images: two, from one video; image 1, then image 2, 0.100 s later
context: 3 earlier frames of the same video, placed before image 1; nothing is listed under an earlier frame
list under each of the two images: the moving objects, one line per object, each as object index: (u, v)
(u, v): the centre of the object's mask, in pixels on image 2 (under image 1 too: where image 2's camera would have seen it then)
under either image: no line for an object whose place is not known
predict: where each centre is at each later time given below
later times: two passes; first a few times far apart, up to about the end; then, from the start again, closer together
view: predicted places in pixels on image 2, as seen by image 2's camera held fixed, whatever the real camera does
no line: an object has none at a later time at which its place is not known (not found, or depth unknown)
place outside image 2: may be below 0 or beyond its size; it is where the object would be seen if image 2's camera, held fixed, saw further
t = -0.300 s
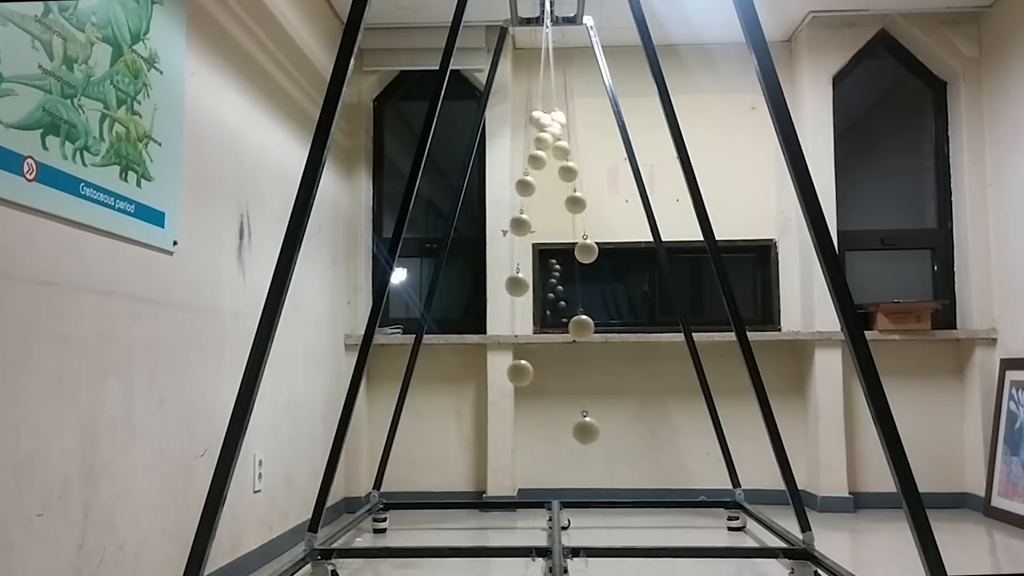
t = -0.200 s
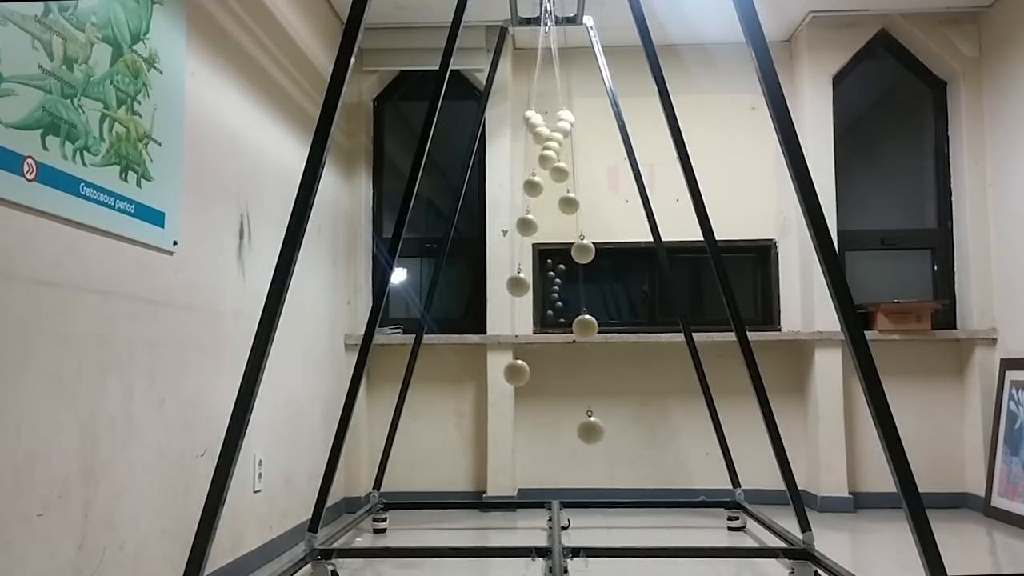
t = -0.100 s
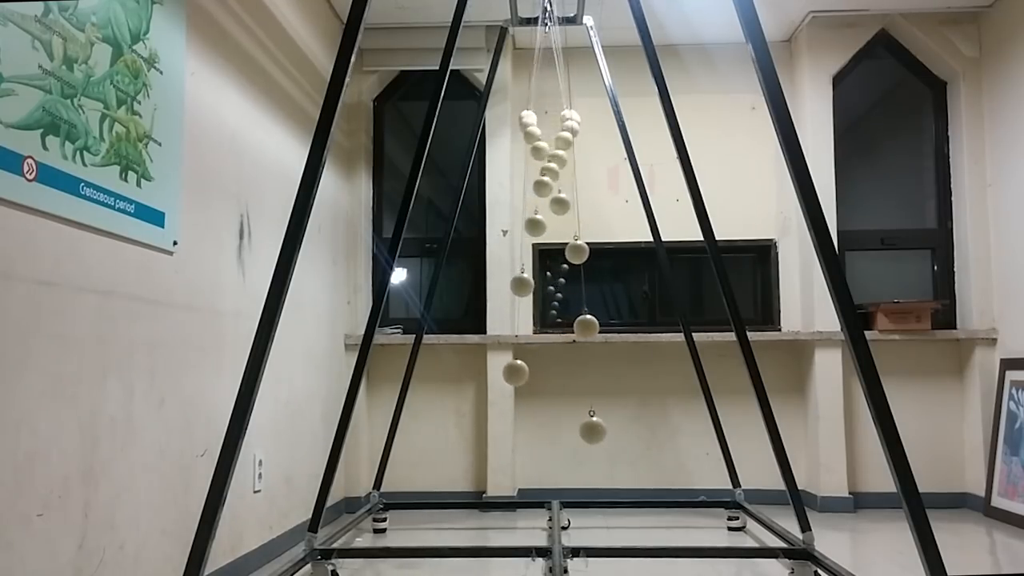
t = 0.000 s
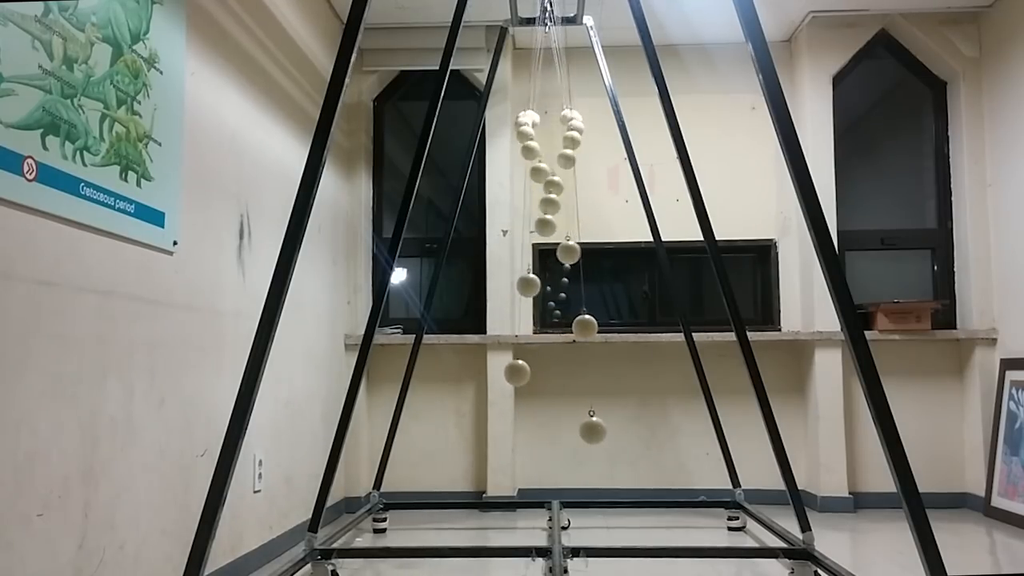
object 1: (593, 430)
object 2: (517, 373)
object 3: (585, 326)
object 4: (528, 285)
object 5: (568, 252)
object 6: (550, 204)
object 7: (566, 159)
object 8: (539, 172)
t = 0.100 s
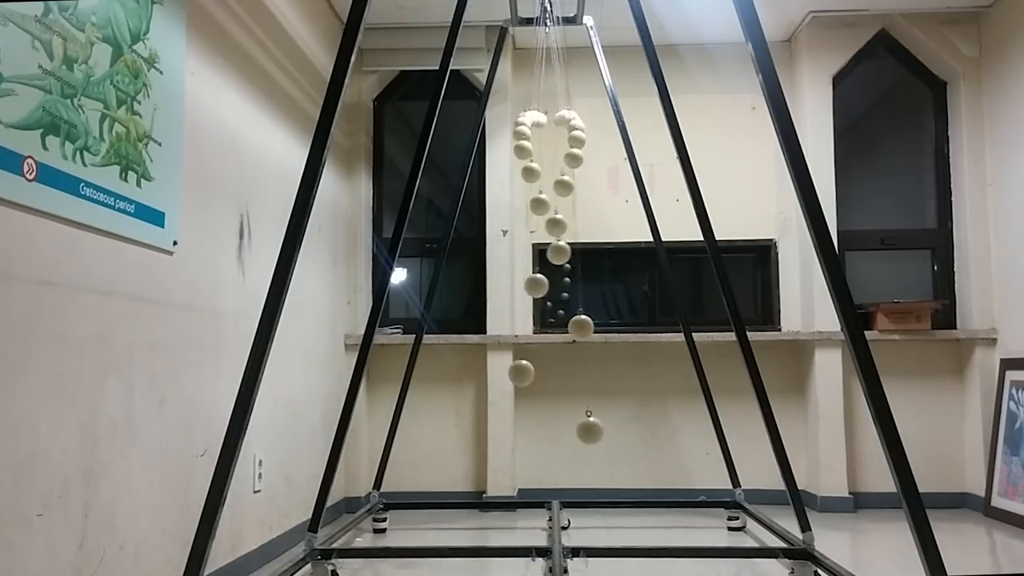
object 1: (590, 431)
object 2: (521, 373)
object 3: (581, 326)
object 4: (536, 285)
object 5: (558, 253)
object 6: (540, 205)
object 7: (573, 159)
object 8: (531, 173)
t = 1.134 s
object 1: (513, 431)
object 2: (588, 372)
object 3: (517, 326)
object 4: (570, 285)
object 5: (540, 253)
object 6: (562, 204)
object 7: (521, 159)
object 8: (574, 171)
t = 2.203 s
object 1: (588, 431)
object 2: (517, 373)
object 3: (585, 326)
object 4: (529, 285)
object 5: (561, 253)
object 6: (530, 205)
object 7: (575, 158)
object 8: (520, 172)
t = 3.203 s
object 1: (535, 432)
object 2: (581, 372)
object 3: (519, 327)
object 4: (578, 284)
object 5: (535, 253)
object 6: (569, 203)
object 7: (528, 160)
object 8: (578, 171)
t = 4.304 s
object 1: (557, 432)
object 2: (529, 373)
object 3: (581, 327)
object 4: (523, 285)
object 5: (563, 253)
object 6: (523, 205)
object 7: (553, 160)
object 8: (527, 173)
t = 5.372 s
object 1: (565, 431)
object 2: (565, 373)
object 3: (525, 327)
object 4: (580, 284)
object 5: (539, 253)
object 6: (578, 203)
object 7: (561, 157)
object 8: (561, 172)
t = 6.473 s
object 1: (528, 432)
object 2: (547, 373)
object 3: (574, 327)
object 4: (521, 285)
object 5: (558, 253)
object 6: (519, 204)
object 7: (524, 160)
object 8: (553, 172)
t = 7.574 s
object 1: (586, 431)
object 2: (549, 373)
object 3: (532, 326)
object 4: (579, 284)
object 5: (547, 253)
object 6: (577, 203)
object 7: (576, 158)
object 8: (530, 172)
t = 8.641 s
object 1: (513, 431)
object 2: (565, 373)
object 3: (564, 327)
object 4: (520, 285)
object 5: (554, 253)
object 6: (525, 205)
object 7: (530, 160)
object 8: (574, 171)
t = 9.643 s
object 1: (588, 431)
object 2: (525, 373)
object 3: (550, 327)
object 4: (582, 284)
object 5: (542, 253)
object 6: (573, 204)
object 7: (561, 159)
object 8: (522, 172)
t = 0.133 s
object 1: (588, 431)
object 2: (523, 373)
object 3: (579, 327)
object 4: (539, 285)
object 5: (555, 253)
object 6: (537, 205)
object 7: (575, 158)
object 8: (528, 173)
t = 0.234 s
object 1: (582, 431)
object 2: (529, 373)
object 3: (572, 326)
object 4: (548, 285)
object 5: (545, 253)
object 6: (528, 205)
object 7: (578, 158)
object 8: (522, 172)
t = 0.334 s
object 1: (575, 431)
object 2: (538, 373)
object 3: (564, 327)
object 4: (558, 285)
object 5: (535, 253)
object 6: (522, 205)
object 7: (577, 158)
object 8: (520, 172)
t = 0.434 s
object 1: (565, 431)
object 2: (547, 373)
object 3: (554, 327)
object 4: (567, 285)
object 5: (526, 253)
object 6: (518, 204)
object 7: (574, 158)
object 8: (520, 172)
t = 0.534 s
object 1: (555, 432)
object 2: (557, 373)
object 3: (545, 327)
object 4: (575, 284)
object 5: (519, 252)
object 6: (518, 204)
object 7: (566, 159)
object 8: (524, 172)
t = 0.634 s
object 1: (545, 432)
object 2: (566, 373)
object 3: (536, 327)
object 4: (580, 284)
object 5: (516, 252)
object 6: (520, 204)
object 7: (558, 160)
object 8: (530, 173)
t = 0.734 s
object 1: (535, 432)
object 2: (574, 373)
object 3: (528, 326)
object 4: (583, 284)
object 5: (515, 252)
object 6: (526, 205)
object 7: (548, 159)
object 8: (539, 173)
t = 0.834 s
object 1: (527, 432)
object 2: (581, 372)
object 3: (522, 327)
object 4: (584, 284)
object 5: (517, 253)
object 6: (533, 205)
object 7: (537, 159)
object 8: (547, 171)
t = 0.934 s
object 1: (520, 431)
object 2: (586, 372)
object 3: (518, 327)
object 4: (582, 284)
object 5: (522, 253)
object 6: (543, 205)
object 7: (530, 160)
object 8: (559, 171)
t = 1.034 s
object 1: (515, 431)
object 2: (588, 372)
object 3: (516, 327)
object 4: (577, 284)
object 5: (530, 253)
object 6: (553, 204)
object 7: (523, 160)
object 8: (567, 172)
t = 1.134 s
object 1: (513, 431)
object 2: (588, 372)
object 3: (517, 326)
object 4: (570, 285)
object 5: (540, 253)
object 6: (562, 204)
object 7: (521, 159)
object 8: (574, 171)
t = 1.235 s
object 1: (513, 431)
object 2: (585, 372)
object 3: (521, 327)
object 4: (562, 285)
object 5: (550, 253)
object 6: (571, 204)
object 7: (521, 160)
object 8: (578, 171)
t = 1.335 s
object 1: (515, 431)
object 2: (580, 372)
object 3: (527, 326)
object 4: (552, 285)
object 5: (560, 253)
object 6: (577, 203)
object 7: (524, 160)
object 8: (578, 171)
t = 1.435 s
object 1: (521, 431)
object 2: (573, 373)
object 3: (535, 327)
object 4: (543, 285)
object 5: (570, 252)
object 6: (580, 203)
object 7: (531, 160)
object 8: (576, 171)
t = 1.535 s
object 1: (528, 431)
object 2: (565, 373)
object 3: (544, 327)
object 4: (535, 285)
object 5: (578, 252)
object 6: (580, 203)
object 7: (539, 160)
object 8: (570, 172)
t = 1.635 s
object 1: (537, 432)
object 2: (555, 373)
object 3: (553, 327)
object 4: (527, 285)
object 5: (583, 252)
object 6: (578, 203)
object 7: (549, 159)
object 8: (562, 172)
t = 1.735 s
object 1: (547, 432)
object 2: (546, 373)
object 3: (562, 327)
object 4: (521, 285)
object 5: (586, 252)
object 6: (572, 204)
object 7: (560, 158)
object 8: (553, 173)
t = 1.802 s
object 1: (554, 432)
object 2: (540, 373)
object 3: (568, 327)
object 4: (518, 285)
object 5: (586, 251)
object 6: (567, 204)
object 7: (565, 159)
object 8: (547, 171)
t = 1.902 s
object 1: (564, 432)
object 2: (531, 373)
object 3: (575, 327)
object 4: (517, 285)
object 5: (583, 252)
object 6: (558, 204)
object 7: (573, 158)
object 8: (536, 173)
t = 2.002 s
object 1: (573, 432)
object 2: (524, 373)
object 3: (581, 326)
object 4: (518, 285)
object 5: (578, 252)
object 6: (548, 205)
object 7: (577, 158)
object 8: (528, 172)
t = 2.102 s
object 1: (581, 431)
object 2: (519, 373)
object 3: (585, 326)
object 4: (522, 285)
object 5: (570, 252)
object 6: (538, 205)
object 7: (578, 158)
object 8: (523, 172)
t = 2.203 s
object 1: (588, 431)
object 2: (517, 373)
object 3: (585, 326)
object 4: (529, 285)
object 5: (561, 253)
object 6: (530, 205)
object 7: (575, 158)
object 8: (520, 172)
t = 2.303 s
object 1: (591, 431)
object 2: (516, 373)
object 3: (584, 326)
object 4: (537, 285)
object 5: (550, 253)
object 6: (523, 205)
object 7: (569, 159)
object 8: (520, 172)
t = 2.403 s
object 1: (593, 430)
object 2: (518, 373)
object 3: (580, 327)
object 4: (545, 285)
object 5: (541, 253)
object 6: (519, 205)
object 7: (561, 160)
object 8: (524, 172)
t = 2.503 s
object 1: (592, 430)
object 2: (523, 373)
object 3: (574, 327)
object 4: (555, 285)
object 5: (531, 253)
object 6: (518, 204)
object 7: (552, 160)
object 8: (531, 173)
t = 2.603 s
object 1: (588, 431)
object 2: (529, 373)
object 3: (566, 327)
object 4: (564, 285)
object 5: (523, 253)
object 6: (520, 205)
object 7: (543, 158)
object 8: (539, 173)
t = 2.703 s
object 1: (582, 431)
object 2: (538, 373)
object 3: (556, 327)
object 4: (572, 285)
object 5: (518, 252)
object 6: (525, 205)
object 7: (533, 160)
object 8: (549, 173)
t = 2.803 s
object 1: (574, 431)
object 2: (547, 373)
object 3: (547, 327)
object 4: (578, 284)
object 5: (515, 252)
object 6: (532, 205)
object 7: (526, 160)
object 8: (559, 170)
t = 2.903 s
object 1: (565, 431)
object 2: (556, 373)
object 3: (538, 327)
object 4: (582, 284)
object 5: (516, 252)
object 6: (541, 205)
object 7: (522, 160)
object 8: (567, 172)
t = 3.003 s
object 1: (555, 432)
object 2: (566, 373)
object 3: (530, 327)
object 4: (584, 284)
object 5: (519, 253)
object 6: (551, 204)
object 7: (521, 160)
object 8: (574, 171)
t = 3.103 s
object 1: (545, 432)
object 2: (574, 373)
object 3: (523, 327)
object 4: (582, 284)
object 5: (526, 253)
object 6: (561, 204)
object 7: (523, 160)
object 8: (577, 171)
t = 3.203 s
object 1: (535, 432)
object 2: (581, 372)
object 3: (519, 327)
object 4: (578, 284)
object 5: (535, 253)
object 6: (569, 203)
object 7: (528, 160)
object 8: (578, 171)
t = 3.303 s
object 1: (527, 431)
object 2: (585, 372)
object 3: (517, 326)
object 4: (572, 285)
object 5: (545, 253)
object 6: (575, 203)
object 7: (536, 160)
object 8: (575, 171)
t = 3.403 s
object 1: (520, 431)
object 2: (588, 372)
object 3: (517, 326)
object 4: (564, 285)
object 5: (555, 253)
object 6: (579, 203)
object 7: (545, 160)
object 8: (569, 172)
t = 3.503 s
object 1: (515, 431)
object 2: (588, 372)
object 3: (520, 327)
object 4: (555, 285)
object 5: (565, 253)
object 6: (580, 203)
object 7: (554, 158)
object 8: (561, 172)
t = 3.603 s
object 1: (513, 431)
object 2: (585, 372)
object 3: (526, 327)
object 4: (546, 285)
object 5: (574, 252)
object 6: (578, 203)
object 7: (565, 159)
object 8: (552, 173)
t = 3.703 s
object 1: (513, 431)
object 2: (580, 372)
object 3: (533, 327)
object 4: (537, 285)
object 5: (580, 252)
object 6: (573, 204)
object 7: (572, 159)
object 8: (543, 170)
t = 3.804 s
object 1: (516, 431)
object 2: (573, 373)
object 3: (542, 327)
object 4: (529, 285)
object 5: (585, 252)
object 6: (565, 204)
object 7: (576, 158)
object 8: (533, 173)
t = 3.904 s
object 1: (521, 431)
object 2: (565, 373)
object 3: (550, 327)
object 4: (523, 285)
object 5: (586, 251)
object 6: (556, 205)
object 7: (577, 158)
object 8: (526, 173)
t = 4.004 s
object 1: (528, 431)
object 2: (556, 373)
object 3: (560, 327)
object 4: (518, 285)
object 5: (584, 251)
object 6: (546, 204)
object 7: (575, 158)
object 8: (522, 172)
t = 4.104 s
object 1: (537, 432)
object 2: (546, 373)
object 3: (569, 327)
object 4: (517, 285)
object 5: (579, 252)
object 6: (537, 205)
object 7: (569, 159)
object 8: (520, 172)
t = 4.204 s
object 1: (547, 432)
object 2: (537, 373)
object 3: (576, 327)
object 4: (518, 285)
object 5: (572, 252)
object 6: (529, 205)
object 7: (562, 159)
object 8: (522, 172)
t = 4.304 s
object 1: (557, 432)
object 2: (529, 373)
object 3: (581, 327)
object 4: (523, 285)
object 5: (563, 253)
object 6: (523, 205)
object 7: (553, 160)
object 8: (527, 173)
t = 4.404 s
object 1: (567, 432)
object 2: (523, 373)
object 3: (584, 326)
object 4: (529, 285)
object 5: (553, 253)
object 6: (519, 204)
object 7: (544, 159)
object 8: (534, 173)
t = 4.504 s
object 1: (576, 431)
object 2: (519, 373)
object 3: (585, 326)
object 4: (537, 285)
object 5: (543, 253)
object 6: (519, 204)
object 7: (533, 159)
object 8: (543, 173)
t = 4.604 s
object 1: (583, 431)
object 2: (517, 373)
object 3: (583, 326)
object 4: (546, 285)
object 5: (533, 253)
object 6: (521, 204)
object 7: (527, 160)
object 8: (552, 172)
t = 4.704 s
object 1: (589, 431)
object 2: (517, 373)
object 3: (579, 327)
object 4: (555, 285)
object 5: (525, 253)
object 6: (527, 205)
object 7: (522, 160)
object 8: (562, 170)
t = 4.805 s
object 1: (592, 430)
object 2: (520, 373)
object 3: (572, 327)
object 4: (564, 285)
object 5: (519, 253)
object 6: (534, 205)
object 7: (521, 160)
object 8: (569, 171)
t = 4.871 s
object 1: (593, 430)
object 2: (523, 373)
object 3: (567, 327)
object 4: (569, 285)
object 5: (516, 253)
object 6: (540, 205)
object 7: (522, 160)
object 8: (573, 171)
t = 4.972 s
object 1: (592, 430)
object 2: (529, 373)
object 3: (559, 327)
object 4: (576, 284)
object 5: (515, 252)
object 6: (550, 204)
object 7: (526, 160)
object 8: (577, 171)
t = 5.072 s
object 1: (588, 431)
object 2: (537, 373)
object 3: (550, 327)
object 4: (581, 284)
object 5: (517, 253)
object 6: (559, 204)
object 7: (533, 160)
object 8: (577, 171)
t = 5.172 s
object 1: (582, 431)
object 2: (546, 373)
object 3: (540, 327)
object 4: (583, 284)
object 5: (522, 253)
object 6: (568, 203)
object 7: (541, 160)
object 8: (574, 171)
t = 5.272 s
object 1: (574, 431)
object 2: (556, 373)
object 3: (532, 327)
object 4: (583, 284)
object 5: (530, 253)
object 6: (574, 203)
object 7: (551, 160)
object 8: (569, 172)
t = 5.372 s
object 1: (565, 431)
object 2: (565, 373)
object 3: (525, 327)
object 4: (580, 284)
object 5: (539, 253)
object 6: (578, 203)
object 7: (561, 157)
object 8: (561, 172)
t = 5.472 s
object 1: (555, 432)
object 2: (573, 373)
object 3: (520, 327)
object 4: (574, 284)
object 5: (549, 253)
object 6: (580, 203)
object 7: (569, 159)
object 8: (552, 173)
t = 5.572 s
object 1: (545, 432)
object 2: (580, 372)
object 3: (517, 327)
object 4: (567, 285)
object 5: (559, 253)
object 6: (578, 203)
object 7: (574, 158)
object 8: (544, 171)
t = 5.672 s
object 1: (536, 432)
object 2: (585, 372)
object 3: (518, 327)
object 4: (558, 285)
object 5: (569, 252)
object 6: (573, 203)
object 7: (577, 158)
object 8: (533, 171)
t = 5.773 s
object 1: (527, 431)
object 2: (587, 372)
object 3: (520, 327)
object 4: (549, 285)
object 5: (577, 252)
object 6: (566, 204)
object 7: (576, 158)
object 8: (527, 173)
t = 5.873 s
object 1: (520, 431)
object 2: (587, 372)
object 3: (525, 327)
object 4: (540, 285)
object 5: (582, 252)
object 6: (557, 204)
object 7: (572, 159)
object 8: (522, 172)
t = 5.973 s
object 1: (515, 431)
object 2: (585, 372)
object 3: (531, 327)
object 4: (532, 285)
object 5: (585, 251)
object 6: (548, 205)
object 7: (565, 159)
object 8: (521, 172)
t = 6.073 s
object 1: (513, 431)
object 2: (580, 372)
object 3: (540, 327)
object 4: (525, 285)
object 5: (585, 251)
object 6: (539, 204)
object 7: (556, 160)
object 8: (522, 172)
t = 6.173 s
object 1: (513, 431)
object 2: (573, 373)
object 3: (549, 327)
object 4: (520, 285)
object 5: (582, 252)
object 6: (530, 205)
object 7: (548, 160)
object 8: (527, 173)
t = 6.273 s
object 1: (516, 431)
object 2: (565, 373)
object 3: (558, 327)
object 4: (518, 285)
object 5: (576, 252)
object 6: (524, 205)
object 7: (538, 158)
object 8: (534, 173)
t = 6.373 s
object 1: (521, 431)
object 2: (556, 373)
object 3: (566, 327)
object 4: (518, 285)
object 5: (568, 252)
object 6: (520, 205)
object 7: (529, 160)
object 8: (543, 173)
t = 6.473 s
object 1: (528, 432)
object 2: (547, 373)
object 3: (574, 327)
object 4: (521, 285)
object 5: (558, 253)
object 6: (519, 204)
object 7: (524, 160)
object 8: (553, 172)
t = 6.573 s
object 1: (537, 432)
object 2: (538, 373)
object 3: (580, 327)
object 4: (527, 285)
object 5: (548, 253)
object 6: (521, 205)
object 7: (522, 160)
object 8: (562, 170)
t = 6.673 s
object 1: (547, 432)
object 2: (530, 373)
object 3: (583, 327)
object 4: (535, 285)
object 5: (539, 253)
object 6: (526, 205)
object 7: (522, 160)
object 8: (569, 172)
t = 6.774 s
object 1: (557, 432)
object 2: (524, 373)
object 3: (584, 326)
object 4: (543, 285)
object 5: (530, 253)
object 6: (533, 205)
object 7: (526, 160)
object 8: (574, 171)
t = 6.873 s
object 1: (567, 432)
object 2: (519, 373)
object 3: (583, 327)
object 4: (552, 285)
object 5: (522, 252)
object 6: (542, 205)
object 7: (533, 160)
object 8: (577, 171)
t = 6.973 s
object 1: (576, 432)
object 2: (517, 373)
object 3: (579, 327)
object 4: (561, 285)
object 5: (517, 252)
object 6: (551, 204)
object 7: (541, 160)
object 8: (576, 171)
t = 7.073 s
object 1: (583, 431)
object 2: (518, 373)
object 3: (574, 327)
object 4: (569, 285)
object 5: (516, 253)
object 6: (561, 204)
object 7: (551, 160)
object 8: (572, 171)
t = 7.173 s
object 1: (589, 431)
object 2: (520, 373)
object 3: (566, 327)
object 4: (576, 284)
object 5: (517, 252)
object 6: (569, 204)
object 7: (558, 158)
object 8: (566, 172)
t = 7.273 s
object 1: (592, 430)
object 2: (525, 373)
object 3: (557, 327)
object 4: (580, 284)
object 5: (521, 253)
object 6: (575, 203)
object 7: (568, 158)
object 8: (558, 173)
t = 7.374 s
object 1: (592, 430)
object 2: (531, 373)
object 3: (549, 327)
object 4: (583, 284)
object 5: (528, 253)
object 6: (578, 203)
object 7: (574, 158)
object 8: (549, 173)
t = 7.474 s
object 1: (590, 430)
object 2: (540, 373)
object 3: (540, 327)
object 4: (582, 284)
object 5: (537, 253)
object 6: (579, 203)
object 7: (576, 158)
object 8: (541, 171)
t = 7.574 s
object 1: (586, 431)
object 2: (549, 373)
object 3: (532, 326)
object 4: (579, 284)
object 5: (547, 253)
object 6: (577, 203)
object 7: (576, 158)
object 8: (530, 172)
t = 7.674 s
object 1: (579, 431)
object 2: (558, 373)
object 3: (525, 326)
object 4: (574, 284)
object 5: (557, 253)
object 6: (572, 204)
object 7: (572, 159)
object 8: (525, 172)
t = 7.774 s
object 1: (571, 431)
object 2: (567, 373)
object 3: (520, 327)
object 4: (566, 285)
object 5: (567, 252)
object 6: (565, 204)
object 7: (566, 159)
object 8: (522, 172)
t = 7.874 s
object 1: (562, 432)
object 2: (575, 373)
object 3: (518, 326)
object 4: (558, 285)
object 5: (575, 252)
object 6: (556, 205)
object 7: (557, 160)
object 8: (522, 172)
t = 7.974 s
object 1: (551, 432)
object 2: (581, 372)
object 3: (518, 326)
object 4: (549, 285)
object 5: (581, 252)
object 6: (546, 205)
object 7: (547, 160)
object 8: (524, 172)
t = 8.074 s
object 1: (542, 432)
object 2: (585, 372)
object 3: (520, 327)
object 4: (540, 285)
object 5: (585, 251)
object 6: (537, 205)
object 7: (539, 159)
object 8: (530, 173)
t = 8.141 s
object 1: (535, 432)
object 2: (586, 372)
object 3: (524, 327)
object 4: (535, 285)
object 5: (585, 251)
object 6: (532, 205)
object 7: (532, 158)
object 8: (535, 173)
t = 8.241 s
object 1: (527, 432)
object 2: (587, 372)
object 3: (530, 327)
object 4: (528, 285)
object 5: (584, 252)
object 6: (525, 205)
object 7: (526, 160)
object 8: (543, 172)
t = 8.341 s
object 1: (520, 431)
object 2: (585, 372)
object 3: (538, 327)
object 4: (522, 285)
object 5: (579, 252)
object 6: (521, 205)
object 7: (522, 160)
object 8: (553, 173)
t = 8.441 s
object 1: (515, 431)
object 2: (580, 372)
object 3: (546, 326)
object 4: (519, 285)
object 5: (573, 252)
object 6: (519, 205)
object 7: (522, 160)
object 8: (561, 170)
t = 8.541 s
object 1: (513, 431)
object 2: (574, 373)
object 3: (556, 327)
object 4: (518, 285)
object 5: (564, 253)
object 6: (521, 204)
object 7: (524, 160)
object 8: (569, 171)
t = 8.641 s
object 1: (513, 431)
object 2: (565, 373)
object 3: (564, 327)
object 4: (520, 285)
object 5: (554, 253)
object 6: (525, 205)
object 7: (530, 160)
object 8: (574, 171)
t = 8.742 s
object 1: (516, 431)
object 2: (556, 373)
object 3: (572, 327)
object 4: (526, 285)
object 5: (544, 253)
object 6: (532, 205)
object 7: (538, 160)
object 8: (576, 171)
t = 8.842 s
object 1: (521, 431)
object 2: (547, 373)
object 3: (578, 327)
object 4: (532, 285)
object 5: (535, 253)
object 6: (541, 205)
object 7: (547, 160)
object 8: (576, 171)
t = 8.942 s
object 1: (528, 431)
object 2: (538, 373)
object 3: (582, 326)
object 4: (540, 285)
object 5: (526, 253)
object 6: (549, 204)
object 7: (556, 159)
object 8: (572, 171)
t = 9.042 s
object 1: (537, 432)
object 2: (531, 373)
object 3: (584, 326)
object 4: (549, 285)
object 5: (520, 253)
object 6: (559, 204)
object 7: (564, 157)
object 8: (565, 172)
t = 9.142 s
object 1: (547, 432)
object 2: (524, 373)
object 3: (583, 326)
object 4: (558, 285)
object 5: (517, 253)
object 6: (567, 203)
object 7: (571, 158)
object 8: (557, 172)
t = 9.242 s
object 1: (557, 432)
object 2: (520, 373)
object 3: (580, 326)
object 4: (566, 285)
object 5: (516, 252)
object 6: (574, 203)
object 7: (575, 158)
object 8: (548, 173)
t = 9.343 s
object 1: (567, 432)
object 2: (518, 373)
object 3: (575, 327)
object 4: (574, 285)
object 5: (518, 253)
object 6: (578, 203)
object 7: (576, 158)
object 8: (540, 172)
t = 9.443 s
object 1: (576, 431)
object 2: (518, 373)
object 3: (568, 326)
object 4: (579, 284)
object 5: (524, 253)
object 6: (579, 203)
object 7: (574, 158)
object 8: (530, 171)
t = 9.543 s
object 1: (583, 431)
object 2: (520, 373)
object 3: (559, 327)
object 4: (582, 284)
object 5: (532, 253)
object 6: (577, 203)
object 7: (568, 159)
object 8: (525, 172)
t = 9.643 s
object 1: (588, 431)
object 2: (525, 373)
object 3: (550, 327)
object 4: (582, 284)
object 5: (542, 253)
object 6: (573, 204)
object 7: (561, 159)
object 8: (522, 172)
